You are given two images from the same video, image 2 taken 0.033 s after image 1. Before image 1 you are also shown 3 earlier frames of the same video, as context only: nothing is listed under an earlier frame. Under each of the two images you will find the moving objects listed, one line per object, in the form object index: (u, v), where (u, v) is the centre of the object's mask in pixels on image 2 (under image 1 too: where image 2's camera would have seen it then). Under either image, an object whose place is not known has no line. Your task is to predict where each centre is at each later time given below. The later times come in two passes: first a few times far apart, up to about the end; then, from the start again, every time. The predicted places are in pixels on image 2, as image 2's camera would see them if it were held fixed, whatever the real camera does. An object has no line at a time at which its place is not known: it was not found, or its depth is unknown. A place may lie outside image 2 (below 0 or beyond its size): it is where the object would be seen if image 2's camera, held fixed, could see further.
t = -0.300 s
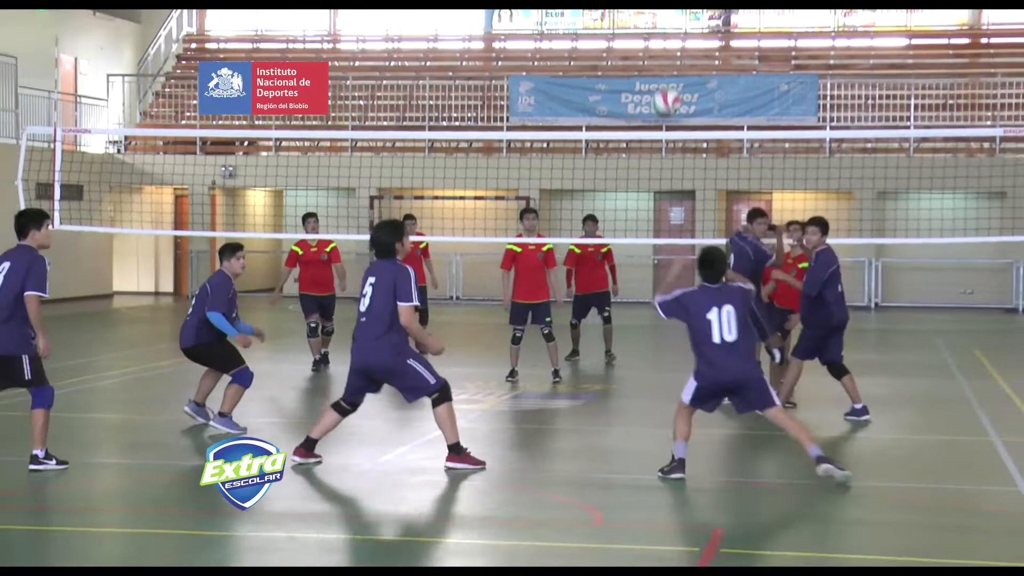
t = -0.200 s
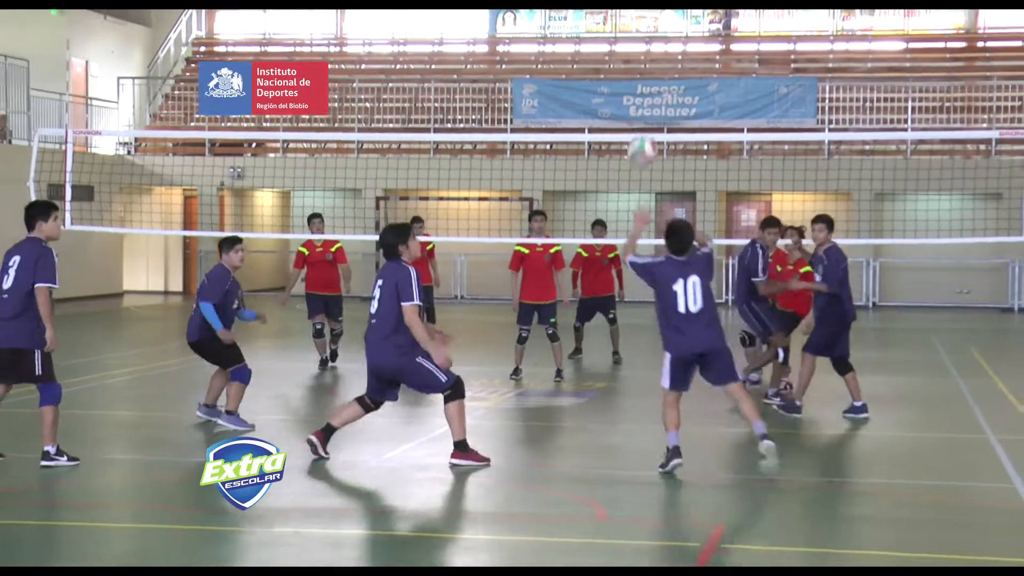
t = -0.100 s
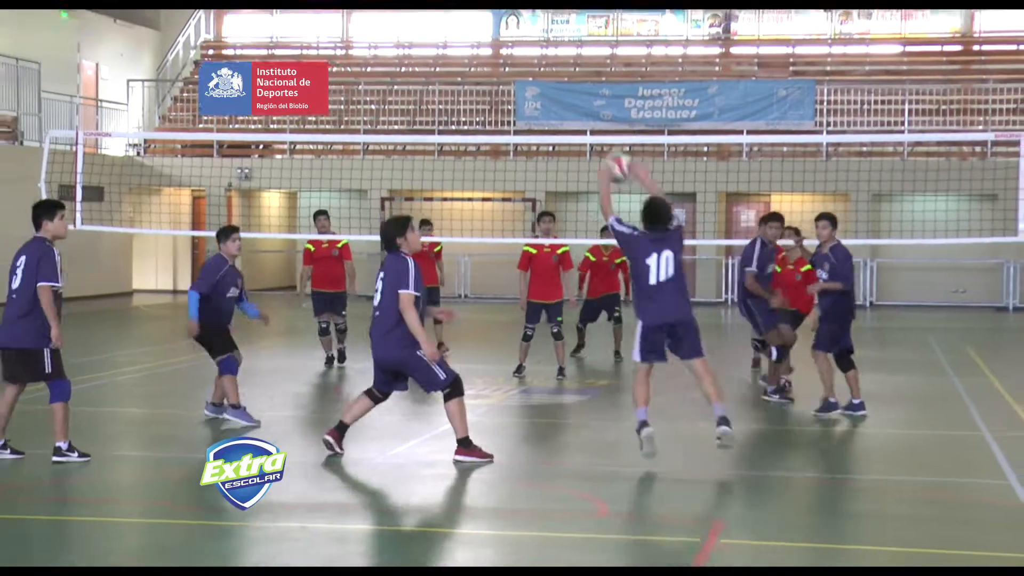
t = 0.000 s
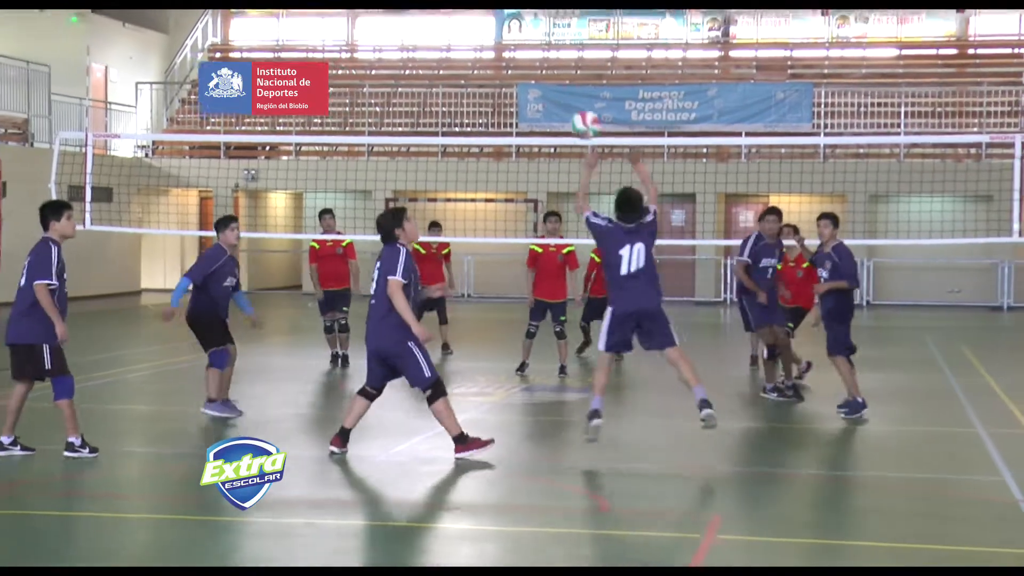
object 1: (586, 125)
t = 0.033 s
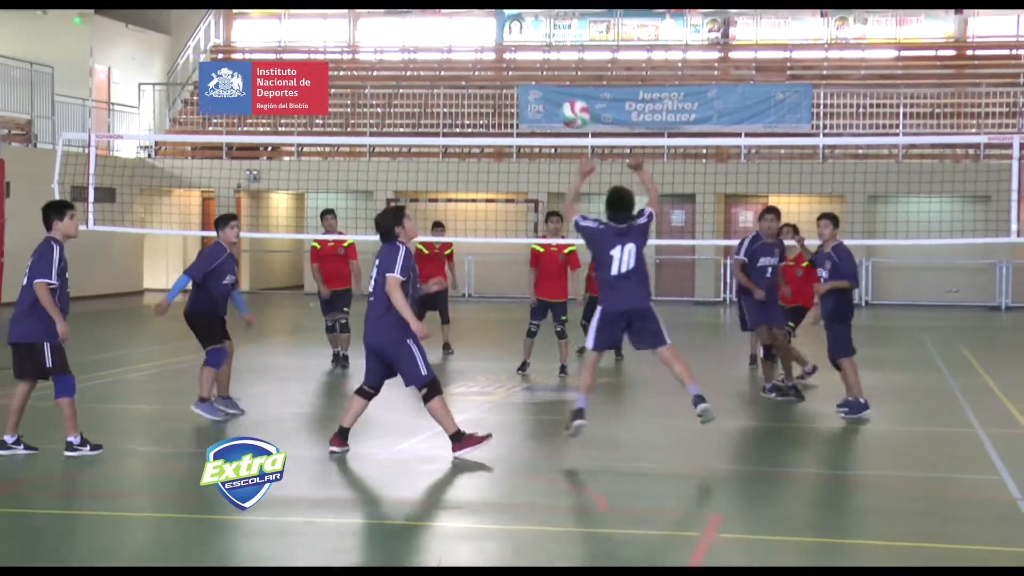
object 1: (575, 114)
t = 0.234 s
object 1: (515, 82)
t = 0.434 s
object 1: (462, 103)
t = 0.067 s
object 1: (565, 104)
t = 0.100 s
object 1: (555, 97)
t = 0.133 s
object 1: (544, 91)
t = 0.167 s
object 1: (534, 87)
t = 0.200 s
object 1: (524, 84)
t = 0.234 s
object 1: (515, 82)
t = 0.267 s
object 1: (506, 83)
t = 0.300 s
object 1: (496, 85)
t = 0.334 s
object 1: (488, 87)
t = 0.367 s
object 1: (479, 91)
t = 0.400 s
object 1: (470, 94)
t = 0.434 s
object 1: (462, 103)
